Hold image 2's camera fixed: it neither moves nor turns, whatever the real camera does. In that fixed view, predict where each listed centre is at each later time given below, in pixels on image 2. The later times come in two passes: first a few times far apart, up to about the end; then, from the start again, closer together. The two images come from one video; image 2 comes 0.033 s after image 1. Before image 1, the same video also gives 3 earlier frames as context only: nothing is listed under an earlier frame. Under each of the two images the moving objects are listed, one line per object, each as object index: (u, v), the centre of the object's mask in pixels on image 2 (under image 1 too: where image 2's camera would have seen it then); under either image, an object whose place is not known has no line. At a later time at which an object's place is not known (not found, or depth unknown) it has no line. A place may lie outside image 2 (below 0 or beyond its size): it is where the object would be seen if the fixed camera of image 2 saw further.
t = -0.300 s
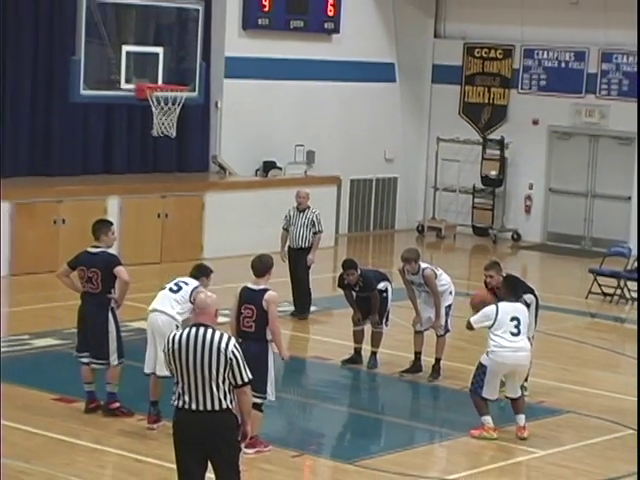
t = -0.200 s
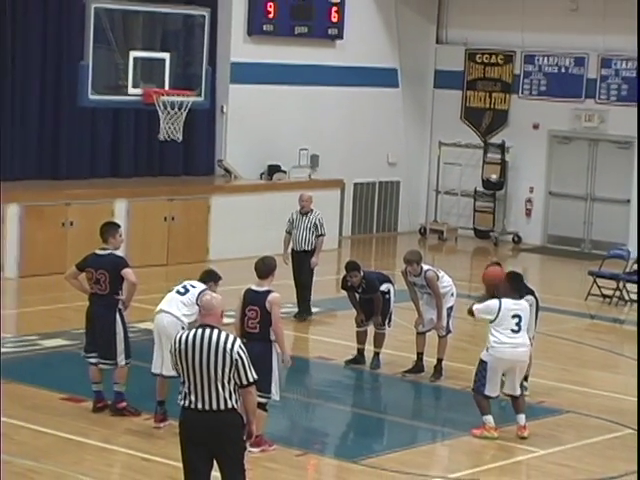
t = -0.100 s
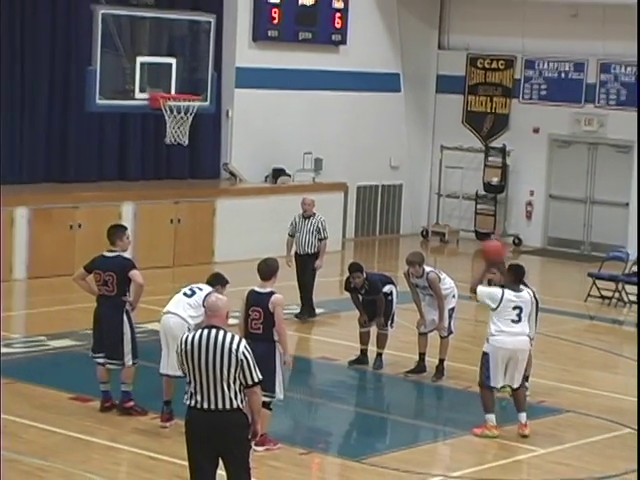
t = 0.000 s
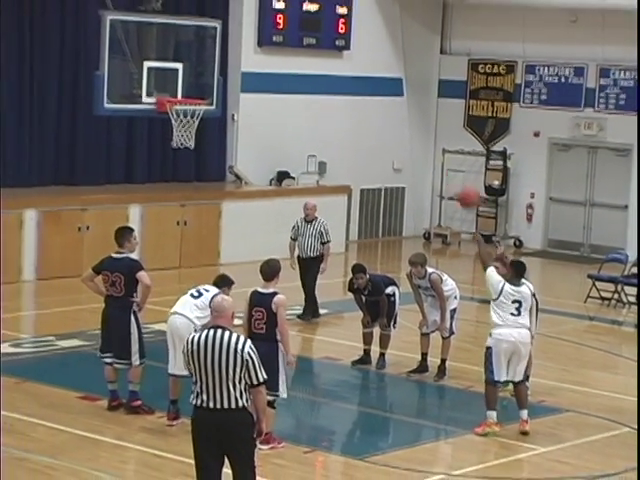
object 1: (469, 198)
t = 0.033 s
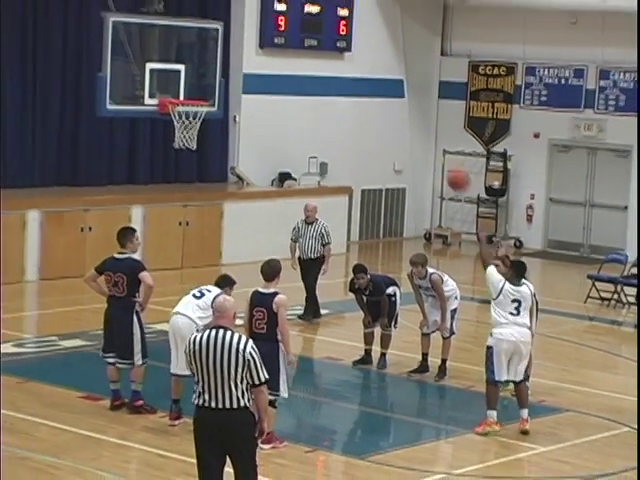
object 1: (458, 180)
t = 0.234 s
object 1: (392, 92)
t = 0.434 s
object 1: (329, 48)
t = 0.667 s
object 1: (260, 43)
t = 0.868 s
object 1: (201, 70)
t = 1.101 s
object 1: (214, 84)
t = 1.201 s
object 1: (245, 86)
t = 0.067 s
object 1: (447, 162)
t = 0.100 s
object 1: (435, 145)
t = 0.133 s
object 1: (424, 131)
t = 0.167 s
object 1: (414, 118)
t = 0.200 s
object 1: (404, 104)
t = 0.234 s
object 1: (392, 92)
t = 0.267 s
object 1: (383, 82)
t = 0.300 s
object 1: (371, 73)
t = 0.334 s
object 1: (360, 65)
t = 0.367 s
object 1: (350, 58)
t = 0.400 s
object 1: (340, 52)
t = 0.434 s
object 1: (329, 48)
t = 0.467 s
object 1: (320, 44)
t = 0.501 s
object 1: (309, 41)
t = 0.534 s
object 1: (299, 39)
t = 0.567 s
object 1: (290, 39)
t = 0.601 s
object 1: (279, 38)
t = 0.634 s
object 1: (268, 41)
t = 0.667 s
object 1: (260, 43)
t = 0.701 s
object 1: (249, 45)
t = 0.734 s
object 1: (240, 48)
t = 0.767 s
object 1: (231, 53)
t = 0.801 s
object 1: (221, 57)
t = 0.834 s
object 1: (211, 63)
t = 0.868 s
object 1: (201, 70)
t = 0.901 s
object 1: (194, 78)
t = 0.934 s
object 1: (183, 87)
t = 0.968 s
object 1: (175, 95)
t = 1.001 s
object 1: (183, 93)
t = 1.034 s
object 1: (195, 88)
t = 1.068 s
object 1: (205, 85)
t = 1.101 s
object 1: (214, 84)
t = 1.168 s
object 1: (234, 85)
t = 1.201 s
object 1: (245, 86)
